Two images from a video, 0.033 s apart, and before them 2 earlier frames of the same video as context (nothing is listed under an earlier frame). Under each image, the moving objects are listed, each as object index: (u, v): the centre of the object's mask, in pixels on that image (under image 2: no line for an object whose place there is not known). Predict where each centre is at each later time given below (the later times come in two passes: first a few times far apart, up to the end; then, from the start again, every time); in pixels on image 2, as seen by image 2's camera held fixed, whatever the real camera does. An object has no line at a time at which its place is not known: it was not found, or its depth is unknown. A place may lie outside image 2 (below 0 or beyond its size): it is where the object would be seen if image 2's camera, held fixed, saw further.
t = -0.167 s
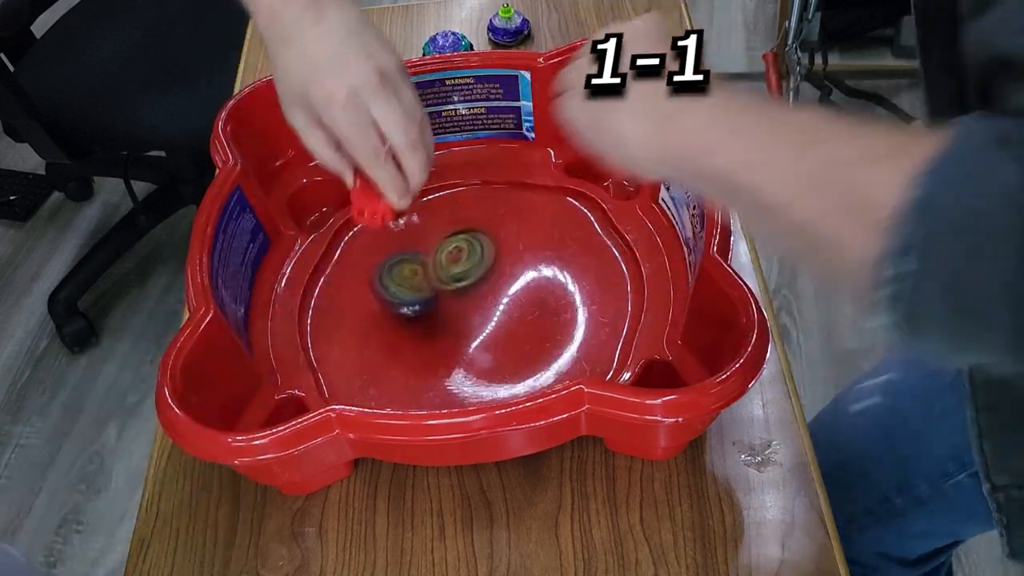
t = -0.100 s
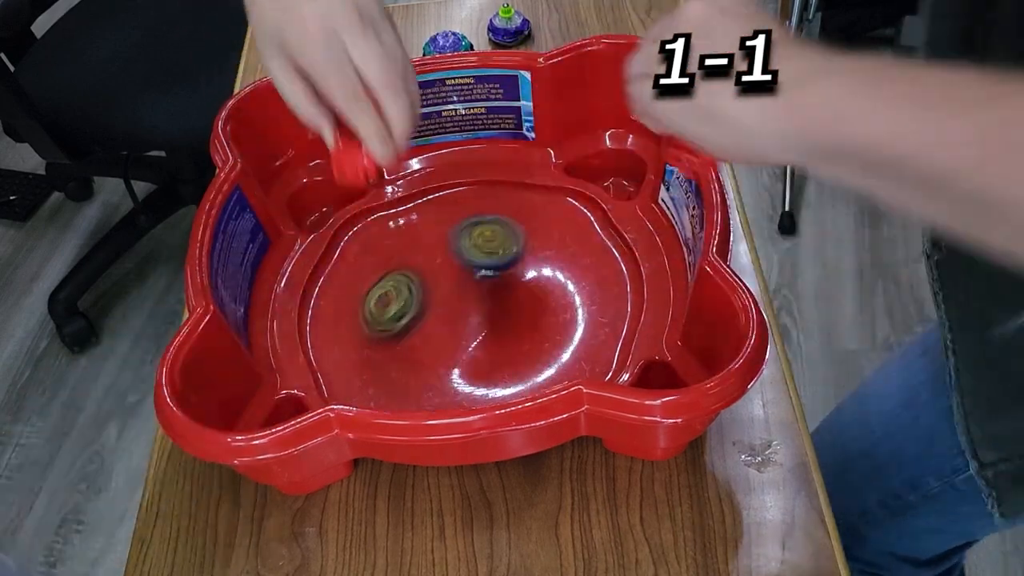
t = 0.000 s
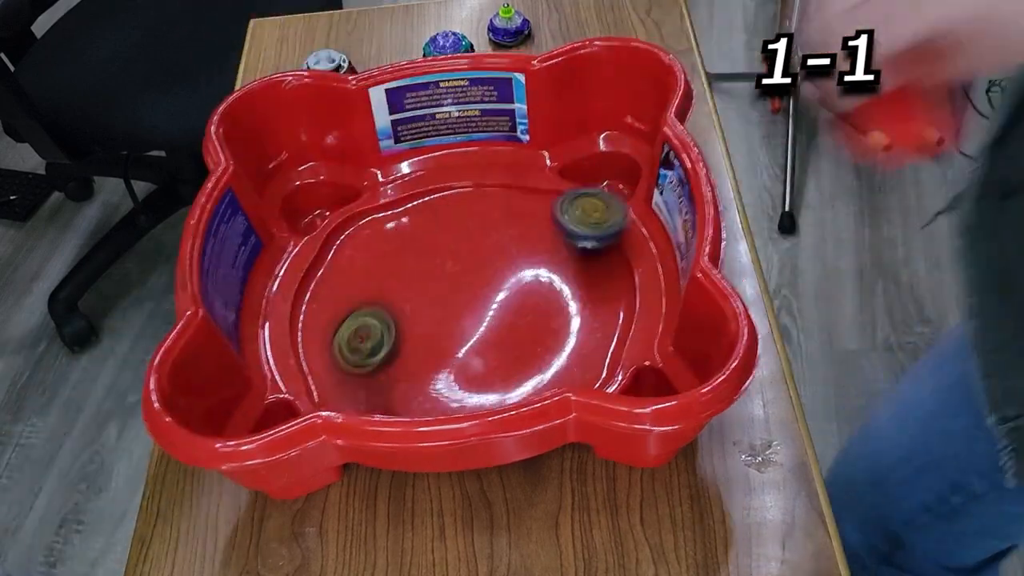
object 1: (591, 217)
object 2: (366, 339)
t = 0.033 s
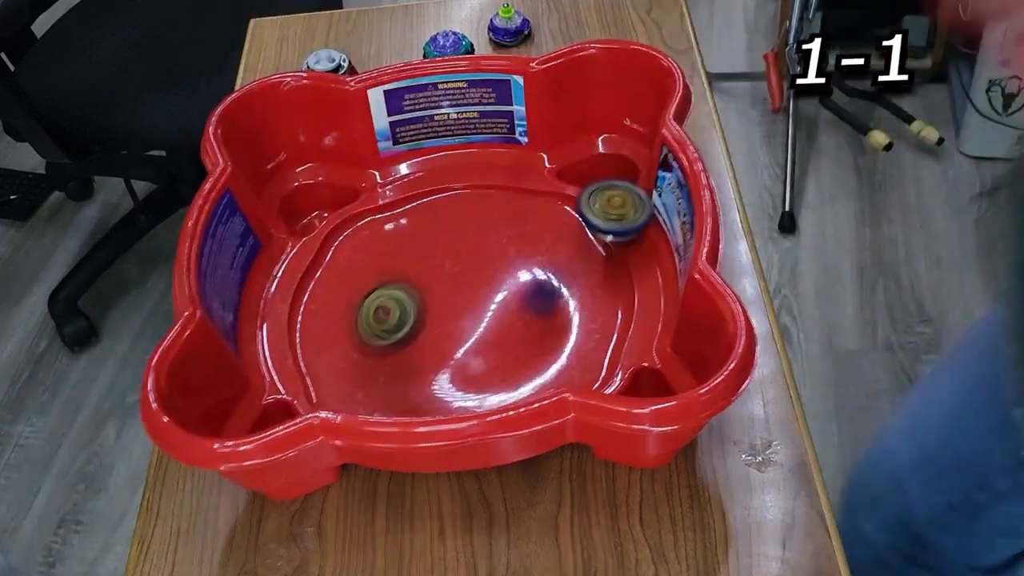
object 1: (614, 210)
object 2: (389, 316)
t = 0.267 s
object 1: (588, 324)
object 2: (429, 282)
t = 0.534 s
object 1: (408, 395)
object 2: (423, 343)
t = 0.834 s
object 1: (418, 209)
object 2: (606, 333)
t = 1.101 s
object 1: (590, 237)
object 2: (601, 347)
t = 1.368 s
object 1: (602, 287)
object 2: (489, 389)
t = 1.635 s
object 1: (452, 344)
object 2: (425, 393)
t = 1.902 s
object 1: (387, 207)
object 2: (379, 391)
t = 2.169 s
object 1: (532, 232)
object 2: (348, 383)
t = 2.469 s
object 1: (454, 393)
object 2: (334, 361)
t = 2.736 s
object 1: (333, 363)
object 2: (330, 282)
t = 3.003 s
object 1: (479, 276)
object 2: (358, 218)
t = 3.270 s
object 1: (607, 282)
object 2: (406, 199)
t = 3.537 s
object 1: (616, 300)
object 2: (449, 191)
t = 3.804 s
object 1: (586, 301)
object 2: (494, 201)
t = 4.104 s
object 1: (443, 299)
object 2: (511, 243)
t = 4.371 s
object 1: (399, 225)
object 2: (490, 294)
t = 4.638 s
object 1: (409, 214)
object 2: (494, 325)
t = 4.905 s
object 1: (482, 281)
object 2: (503, 338)
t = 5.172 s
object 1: (465, 336)
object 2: (486, 394)
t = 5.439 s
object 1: (408, 322)
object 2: (425, 400)
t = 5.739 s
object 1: (515, 297)
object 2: (369, 383)
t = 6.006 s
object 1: (493, 344)
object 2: (324, 340)
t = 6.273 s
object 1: (446, 281)
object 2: (327, 289)
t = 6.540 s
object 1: (514, 247)
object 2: (361, 248)
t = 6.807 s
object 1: (465, 321)
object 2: (417, 230)
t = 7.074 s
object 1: (387, 292)
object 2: (466, 248)
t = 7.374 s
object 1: (415, 260)
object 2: (536, 303)
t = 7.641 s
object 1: (471, 321)
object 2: (589, 345)
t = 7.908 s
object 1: (415, 353)
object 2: (546, 375)
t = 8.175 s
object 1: (462, 305)
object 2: (458, 397)
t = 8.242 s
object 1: (484, 298)
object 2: (435, 397)
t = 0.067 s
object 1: (602, 222)
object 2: (412, 303)
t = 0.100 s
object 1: (589, 246)
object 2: (438, 299)
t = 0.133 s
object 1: (575, 266)
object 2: (464, 309)
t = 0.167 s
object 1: (563, 282)
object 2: (483, 295)
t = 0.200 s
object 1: (591, 299)
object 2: (465, 288)
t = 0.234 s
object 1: (603, 307)
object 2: (447, 283)
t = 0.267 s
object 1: (588, 324)
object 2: (429, 282)
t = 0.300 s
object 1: (575, 344)
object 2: (416, 282)
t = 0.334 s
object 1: (559, 354)
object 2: (406, 285)
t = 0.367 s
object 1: (541, 369)
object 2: (398, 291)
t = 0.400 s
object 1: (522, 378)
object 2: (394, 299)
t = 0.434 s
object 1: (501, 389)
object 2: (395, 310)
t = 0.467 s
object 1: (472, 395)
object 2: (400, 323)
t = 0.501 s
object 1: (440, 396)
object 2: (410, 335)
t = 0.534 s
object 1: (408, 395)
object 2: (423, 343)
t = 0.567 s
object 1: (369, 392)
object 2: (442, 358)
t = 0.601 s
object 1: (330, 386)
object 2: (467, 365)
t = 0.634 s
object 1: (314, 366)
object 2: (495, 370)
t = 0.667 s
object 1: (314, 338)
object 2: (522, 370)
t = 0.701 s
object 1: (319, 305)
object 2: (550, 370)
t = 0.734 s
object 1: (334, 273)
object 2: (580, 368)
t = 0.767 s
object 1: (351, 243)
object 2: (595, 360)
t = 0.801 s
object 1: (377, 219)
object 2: (602, 350)
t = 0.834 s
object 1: (418, 209)
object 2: (606, 333)
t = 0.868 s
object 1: (460, 200)
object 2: (606, 318)
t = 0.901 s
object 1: (500, 196)
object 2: (607, 306)
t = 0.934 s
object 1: (540, 205)
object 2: (608, 295)
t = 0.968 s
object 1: (573, 217)
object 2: (606, 287)
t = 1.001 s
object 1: (580, 235)
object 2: (607, 292)
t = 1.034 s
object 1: (585, 234)
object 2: (612, 313)
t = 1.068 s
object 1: (589, 234)
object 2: (610, 328)
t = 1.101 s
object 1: (590, 237)
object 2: (601, 347)
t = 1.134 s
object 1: (589, 242)
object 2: (592, 359)
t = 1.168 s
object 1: (589, 247)
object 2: (576, 367)
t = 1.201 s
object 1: (591, 252)
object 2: (558, 372)
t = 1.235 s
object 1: (593, 258)
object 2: (542, 376)
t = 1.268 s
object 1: (598, 264)
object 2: (527, 379)
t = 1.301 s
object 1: (601, 270)
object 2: (513, 382)
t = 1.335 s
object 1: (603, 278)
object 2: (501, 386)
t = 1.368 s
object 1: (602, 287)
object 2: (489, 389)
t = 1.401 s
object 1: (597, 296)
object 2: (478, 392)
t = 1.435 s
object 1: (588, 305)
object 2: (467, 395)
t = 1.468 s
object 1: (576, 314)
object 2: (458, 398)
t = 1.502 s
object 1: (560, 324)
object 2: (450, 400)
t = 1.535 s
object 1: (536, 333)
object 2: (444, 398)
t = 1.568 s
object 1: (513, 341)
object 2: (438, 396)
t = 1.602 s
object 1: (484, 346)
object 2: (433, 394)
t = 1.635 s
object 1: (452, 344)
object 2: (425, 393)
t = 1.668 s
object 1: (423, 333)
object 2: (421, 393)
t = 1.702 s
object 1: (402, 321)
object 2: (412, 395)
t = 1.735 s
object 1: (386, 303)
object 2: (402, 395)
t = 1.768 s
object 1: (376, 283)
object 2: (394, 397)
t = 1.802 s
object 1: (372, 262)
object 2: (390, 396)
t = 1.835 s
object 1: (373, 241)
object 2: (388, 393)
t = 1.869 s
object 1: (377, 223)
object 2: (384, 392)
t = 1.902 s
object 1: (387, 207)
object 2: (379, 391)
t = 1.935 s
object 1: (402, 200)
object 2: (373, 390)
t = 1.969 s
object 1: (419, 191)
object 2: (366, 390)
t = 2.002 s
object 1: (439, 186)
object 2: (358, 390)
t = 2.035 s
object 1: (460, 187)
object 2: (353, 390)
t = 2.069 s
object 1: (481, 193)
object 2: (354, 388)
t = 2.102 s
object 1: (502, 204)
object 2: (354, 386)
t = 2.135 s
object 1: (518, 216)
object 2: (352, 385)
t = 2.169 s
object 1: (532, 232)
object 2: (348, 383)
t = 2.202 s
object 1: (542, 251)
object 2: (341, 381)
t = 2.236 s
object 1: (548, 272)
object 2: (335, 380)
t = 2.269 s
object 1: (548, 297)
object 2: (328, 378)
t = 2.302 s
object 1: (543, 321)
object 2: (328, 376)
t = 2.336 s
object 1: (533, 344)
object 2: (330, 375)
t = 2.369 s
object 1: (521, 365)
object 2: (333, 373)
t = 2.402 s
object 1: (504, 380)
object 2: (333, 372)
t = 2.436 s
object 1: (481, 388)
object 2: (334, 366)
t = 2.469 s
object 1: (454, 393)
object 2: (334, 361)
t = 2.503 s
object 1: (429, 395)
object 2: (336, 357)
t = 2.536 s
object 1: (407, 394)
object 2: (339, 351)
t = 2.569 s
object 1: (384, 391)
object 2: (341, 344)
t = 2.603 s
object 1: (365, 391)
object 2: (338, 335)
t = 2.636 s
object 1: (347, 388)
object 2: (335, 321)
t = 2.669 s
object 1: (335, 383)
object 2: (333, 306)
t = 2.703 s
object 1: (330, 376)
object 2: (331, 293)
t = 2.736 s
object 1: (333, 363)
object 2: (330, 282)
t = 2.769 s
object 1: (342, 348)
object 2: (327, 271)
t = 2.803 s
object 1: (353, 334)
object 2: (325, 260)
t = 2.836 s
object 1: (367, 323)
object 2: (328, 251)
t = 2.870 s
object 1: (384, 313)
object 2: (335, 247)
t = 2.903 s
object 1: (406, 304)
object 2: (341, 241)
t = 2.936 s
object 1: (428, 294)
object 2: (348, 233)
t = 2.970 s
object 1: (452, 285)
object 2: (353, 225)
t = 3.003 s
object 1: (479, 276)
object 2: (358, 218)
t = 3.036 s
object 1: (507, 269)
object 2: (363, 211)
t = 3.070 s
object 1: (533, 263)
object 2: (370, 211)
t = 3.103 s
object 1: (555, 261)
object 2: (378, 210)
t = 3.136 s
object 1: (577, 261)
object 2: (387, 208)
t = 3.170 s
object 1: (598, 261)
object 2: (393, 205)
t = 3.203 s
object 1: (604, 266)
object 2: (397, 202)
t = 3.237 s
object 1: (605, 276)
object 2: (403, 199)
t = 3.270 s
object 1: (607, 282)
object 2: (406, 199)
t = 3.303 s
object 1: (608, 288)
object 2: (409, 199)
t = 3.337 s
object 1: (609, 295)
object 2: (412, 200)
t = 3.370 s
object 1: (609, 299)
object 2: (417, 198)
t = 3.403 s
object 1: (609, 302)
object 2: (424, 197)
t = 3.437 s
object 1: (610, 303)
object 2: (430, 196)
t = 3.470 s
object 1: (611, 303)
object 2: (436, 194)
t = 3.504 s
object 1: (613, 302)
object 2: (442, 193)
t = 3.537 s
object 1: (616, 300)
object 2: (449, 191)
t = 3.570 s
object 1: (618, 298)
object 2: (455, 191)
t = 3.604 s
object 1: (620, 296)
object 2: (460, 192)
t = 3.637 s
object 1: (619, 298)
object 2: (466, 193)
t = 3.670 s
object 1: (616, 300)
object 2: (472, 194)
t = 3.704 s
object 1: (611, 302)
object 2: (478, 196)
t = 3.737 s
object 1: (604, 302)
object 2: (483, 198)
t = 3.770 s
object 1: (595, 302)
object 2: (489, 200)
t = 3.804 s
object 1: (586, 301)
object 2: (494, 201)
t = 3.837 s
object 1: (575, 302)
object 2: (498, 205)
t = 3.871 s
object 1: (562, 302)
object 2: (503, 209)
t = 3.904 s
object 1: (547, 305)
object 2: (507, 213)
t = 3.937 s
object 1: (531, 309)
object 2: (509, 216)
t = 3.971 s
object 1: (511, 313)
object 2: (511, 219)
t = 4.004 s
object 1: (492, 314)
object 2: (513, 225)
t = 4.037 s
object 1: (473, 313)
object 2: (513, 232)
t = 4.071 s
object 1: (456, 307)
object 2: (513, 237)
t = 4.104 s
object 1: (443, 299)
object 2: (511, 243)
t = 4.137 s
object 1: (434, 290)
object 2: (507, 250)
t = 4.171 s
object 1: (427, 280)
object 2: (507, 255)
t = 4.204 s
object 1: (421, 271)
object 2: (505, 261)
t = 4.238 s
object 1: (417, 261)
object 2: (503, 268)
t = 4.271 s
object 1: (414, 251)
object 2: (500, 274)
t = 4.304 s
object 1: (410, 242)
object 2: (497, 279)
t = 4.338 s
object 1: (406, 233)
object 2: (494, 287)
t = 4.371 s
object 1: (399, 225)
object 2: (490, 294)
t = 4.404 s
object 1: (392, 217)
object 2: (487, 301)
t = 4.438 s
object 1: (386, 210)
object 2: (484, 305)
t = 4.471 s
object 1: (381, 204)
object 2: (483, 310)
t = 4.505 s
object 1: (380, 201)
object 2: (483, 316)
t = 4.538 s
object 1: (386, 204)
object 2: (483, 319)
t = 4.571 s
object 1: (394, 207)
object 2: (486, 322)
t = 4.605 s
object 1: (401, 210)
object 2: (490, 323)
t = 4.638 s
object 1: (409, 214)
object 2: (494, 325)
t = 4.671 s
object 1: (417, 220)
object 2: (499, 326)
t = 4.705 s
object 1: (425, 227)
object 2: (504, 327)
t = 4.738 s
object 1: (435, 236)
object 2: (508, 327)
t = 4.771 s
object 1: (446, 245)
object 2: (510, 328)
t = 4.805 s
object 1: (458, 255)
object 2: (512, 327)
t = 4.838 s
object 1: (470, 268)
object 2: (509, 328)
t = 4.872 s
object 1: (478, 277)
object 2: (505, 326)
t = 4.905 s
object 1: (482, 281)
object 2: (503, 338)
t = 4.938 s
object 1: (483, 283)
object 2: (504, 351)
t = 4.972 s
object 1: (482, 286)
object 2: (508, 366)
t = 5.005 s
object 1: (482, 292)
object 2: (507, 375)
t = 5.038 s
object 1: (483, 300)
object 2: (503, 383)
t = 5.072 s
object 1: (483, 310)
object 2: (499, 390)
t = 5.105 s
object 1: (481, 320)
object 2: (494, 395)
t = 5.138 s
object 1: (474, 330)
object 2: (491, 393)
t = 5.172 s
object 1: (465, 336)
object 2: (486, 394)
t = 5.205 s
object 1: (454, 342)
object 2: (480, 393)
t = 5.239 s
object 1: (444, 345)
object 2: (477, 392)
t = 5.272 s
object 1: (432, 347)
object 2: (472, 393)
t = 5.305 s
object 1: (421, 347)
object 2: (465, 393)
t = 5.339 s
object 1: (411, 344)
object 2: (458, 394)
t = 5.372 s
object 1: (405, 338)
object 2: (447, 396)
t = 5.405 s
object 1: (405, 330)
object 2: (435, 398)
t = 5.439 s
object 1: (408, 322)
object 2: (425, 400)
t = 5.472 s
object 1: (415, 312)
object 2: (416, 401)
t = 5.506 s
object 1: (426, 304)
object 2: (410, 400)
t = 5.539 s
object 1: (439, 297)
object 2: (408, 399)
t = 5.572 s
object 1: (454, 292)
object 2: (403, 397)
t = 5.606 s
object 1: (469, 290)
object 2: (398, 395)
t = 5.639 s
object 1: (482, 289)
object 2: (391, 392)
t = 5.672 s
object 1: (494, 290)
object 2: (385, 390)
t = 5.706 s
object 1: (505, 292)
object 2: (378, 387)
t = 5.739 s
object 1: (515, 297)
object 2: (369, 383)
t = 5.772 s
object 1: (523, 302)
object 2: (365, 380)
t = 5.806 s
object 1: (528, 310)
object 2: (357, 377)
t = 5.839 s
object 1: (532, 317)
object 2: (350, 372)
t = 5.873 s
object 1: (532, 325)
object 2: (343, 367)
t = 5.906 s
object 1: (528, 333)
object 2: (339, 360)
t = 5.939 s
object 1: (519, 339)
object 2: (333, 354)
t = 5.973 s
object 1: (507, 344)
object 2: (328, 348)
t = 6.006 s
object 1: (493, 344)
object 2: (324, 340)
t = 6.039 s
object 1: (479, 342)
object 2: (323, 333)
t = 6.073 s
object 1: (466, 337)
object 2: (321, 329)
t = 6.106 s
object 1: (455, 331)
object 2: (319, 321)
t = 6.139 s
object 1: (448, 322)
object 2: (320, 315)
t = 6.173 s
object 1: (444, 312)
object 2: (321, 309)
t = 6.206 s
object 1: (442, 302)
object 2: (323, 302)
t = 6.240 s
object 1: (443, 291)
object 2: (324, 295)
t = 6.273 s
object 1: (446, 281)
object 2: (327, 289)
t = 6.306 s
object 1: (452, 272)
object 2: (329, 282)
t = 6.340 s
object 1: (459, 263)
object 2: (332, 276)
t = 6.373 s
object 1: (466, 256)
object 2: (336, 271)
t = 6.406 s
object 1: (476, 249)
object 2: (340, 264)
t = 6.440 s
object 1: (487, 244)
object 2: (344, 260)
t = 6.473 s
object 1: (498, 242)
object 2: (350, 255)
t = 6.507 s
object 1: (507, 243)
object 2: (354, 251)
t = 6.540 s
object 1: (514, 247)
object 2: (361, 248)
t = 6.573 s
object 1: (519, 255)
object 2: (366, 244)
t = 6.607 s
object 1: (520, 265)
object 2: (372, 240)
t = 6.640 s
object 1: (517, 277)
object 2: (380, 238)
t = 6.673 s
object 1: (511, 289)
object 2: (387, 235)
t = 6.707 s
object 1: (503, 300)
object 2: (393, 234)
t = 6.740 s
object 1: (491, 309)
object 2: (400, 232)
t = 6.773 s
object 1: (478, 317)
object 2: (408, 231)
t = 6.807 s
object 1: (465, 321)
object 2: (417, 230)
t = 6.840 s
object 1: (452, 323)
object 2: (422, 231)
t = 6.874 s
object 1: (440, 323)
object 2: (430, 232)
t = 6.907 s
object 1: (428, 321)
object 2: (437, 233)
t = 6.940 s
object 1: (418, 317)
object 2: (443, 235)
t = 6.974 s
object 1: (408, 313)
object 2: (453, 236)
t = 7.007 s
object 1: (398, 307)
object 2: (458, 240)
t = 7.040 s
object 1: (390, 300)
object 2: (462, 243)
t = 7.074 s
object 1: (387, 292)
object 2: (466, 248)
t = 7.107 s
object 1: (387, 285)
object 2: (470, 254)
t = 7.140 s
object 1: (389, 278)
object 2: (474, 259)
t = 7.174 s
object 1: (396, 274)
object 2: (478, 267)
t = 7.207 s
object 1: (400, 269)
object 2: (486, 276)
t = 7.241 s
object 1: (400, 265)
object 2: (499, 288)
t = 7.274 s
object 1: (401, 262)
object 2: (511, 295)
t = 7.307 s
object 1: (404, 260)
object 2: (518, 299)
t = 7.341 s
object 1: (410, 259)
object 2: (527, 303)
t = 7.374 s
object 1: (415, 260)
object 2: (536, 303)
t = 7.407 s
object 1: (424, 262)
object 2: (543, 306)
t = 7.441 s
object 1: (434, 267)
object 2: (550, 308)
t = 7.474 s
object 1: (446, 274)
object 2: (558, 313)
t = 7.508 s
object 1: (455, 282)
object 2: (564, 318)
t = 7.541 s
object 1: (464, 292)
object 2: (572, 325)
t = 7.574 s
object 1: (470, 302)
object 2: (578, 332)
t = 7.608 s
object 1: (472, 312)
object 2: (585, 338)
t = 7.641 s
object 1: (471, 321)
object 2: (589, 345)
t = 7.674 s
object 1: (468, 328)
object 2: (590, 355)
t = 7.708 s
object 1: (463, 335)
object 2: (591, 360)
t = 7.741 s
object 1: (456, 341)
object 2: (587, 364)
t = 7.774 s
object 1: (448, 347)
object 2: (578, 366)
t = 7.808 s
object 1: (439, 351)
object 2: (571, 368)
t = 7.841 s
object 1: (429, 355)
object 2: (563, 369)
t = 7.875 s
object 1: (420, 355)
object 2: (555, 372)
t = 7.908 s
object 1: (415, 353)
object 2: (546, 375)
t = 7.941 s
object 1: (414, 350)
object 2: (536, 380)
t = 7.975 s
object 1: (414, 346)
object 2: (526, 383)
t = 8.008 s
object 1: (416, 339)
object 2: (514, 387)
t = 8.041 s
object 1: (422, 332)
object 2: (504, 390)
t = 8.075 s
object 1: (429, 325)
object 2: (493, 392)
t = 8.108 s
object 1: (438, 317)
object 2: (481, 394)
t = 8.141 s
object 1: (450, 311)
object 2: (469, 396)
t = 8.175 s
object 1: (462, 305)
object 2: (458, 397)
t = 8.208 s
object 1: (473, 301)
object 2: (447, 397)
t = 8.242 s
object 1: (484, 298)
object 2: (435, 397)
